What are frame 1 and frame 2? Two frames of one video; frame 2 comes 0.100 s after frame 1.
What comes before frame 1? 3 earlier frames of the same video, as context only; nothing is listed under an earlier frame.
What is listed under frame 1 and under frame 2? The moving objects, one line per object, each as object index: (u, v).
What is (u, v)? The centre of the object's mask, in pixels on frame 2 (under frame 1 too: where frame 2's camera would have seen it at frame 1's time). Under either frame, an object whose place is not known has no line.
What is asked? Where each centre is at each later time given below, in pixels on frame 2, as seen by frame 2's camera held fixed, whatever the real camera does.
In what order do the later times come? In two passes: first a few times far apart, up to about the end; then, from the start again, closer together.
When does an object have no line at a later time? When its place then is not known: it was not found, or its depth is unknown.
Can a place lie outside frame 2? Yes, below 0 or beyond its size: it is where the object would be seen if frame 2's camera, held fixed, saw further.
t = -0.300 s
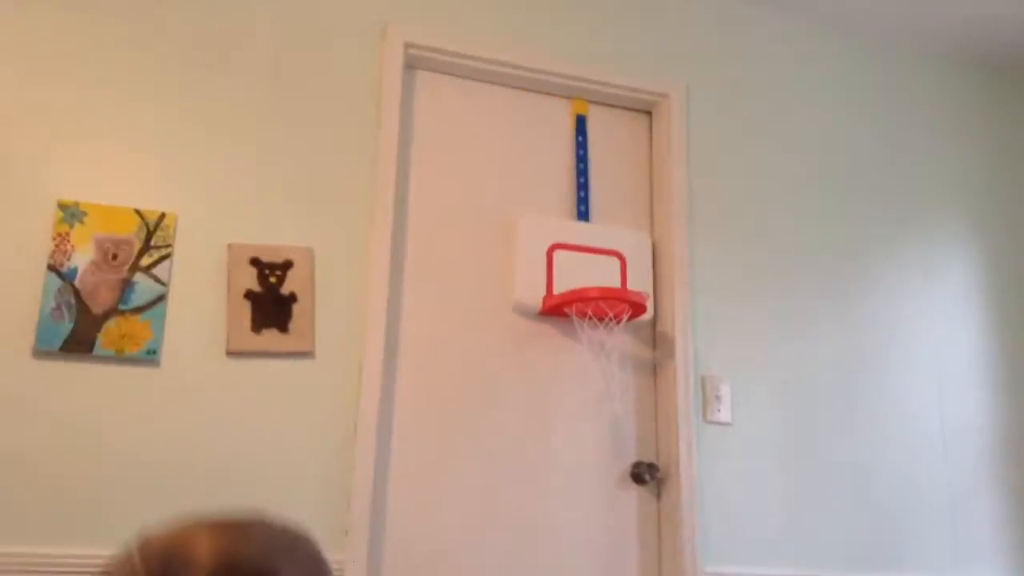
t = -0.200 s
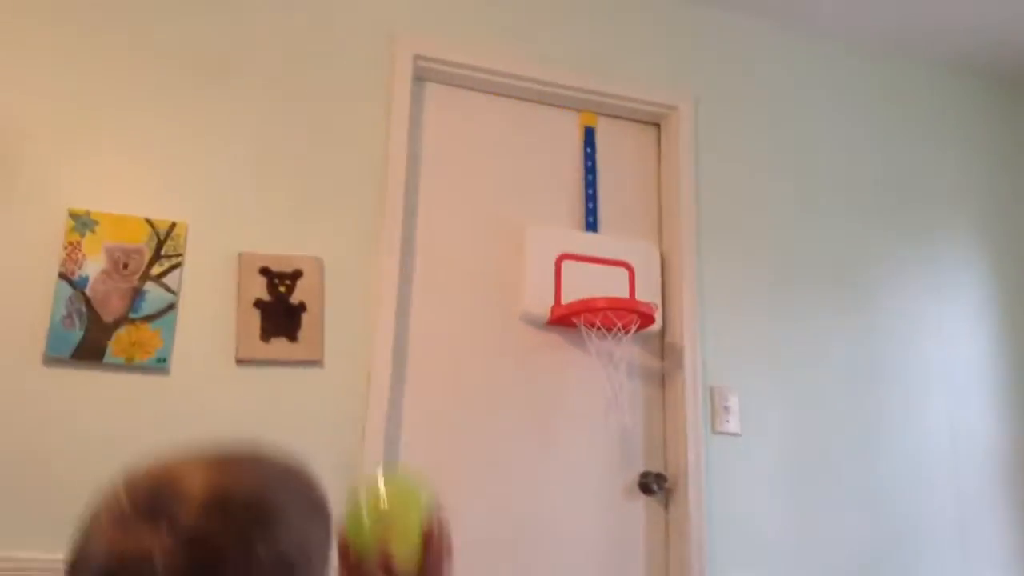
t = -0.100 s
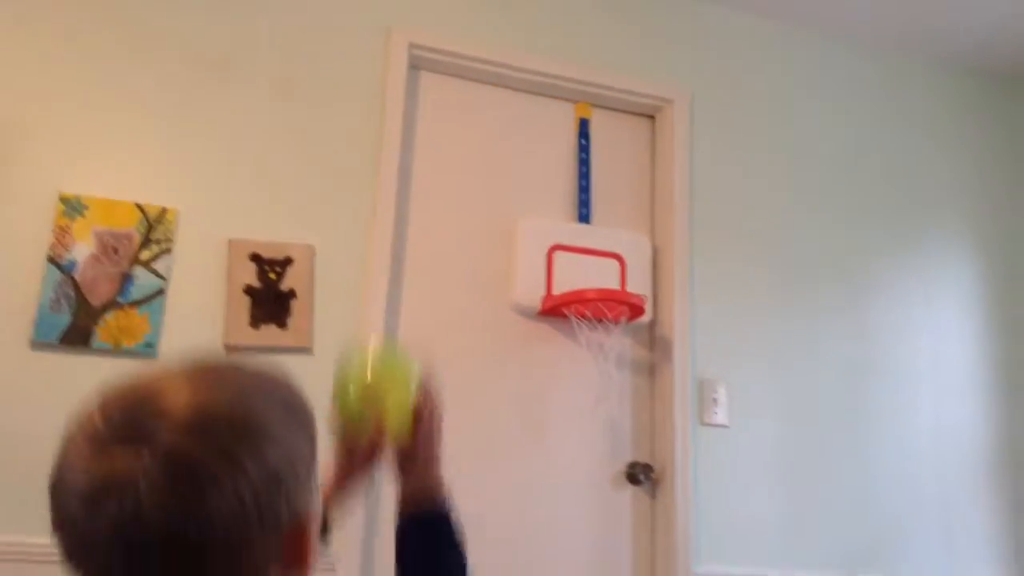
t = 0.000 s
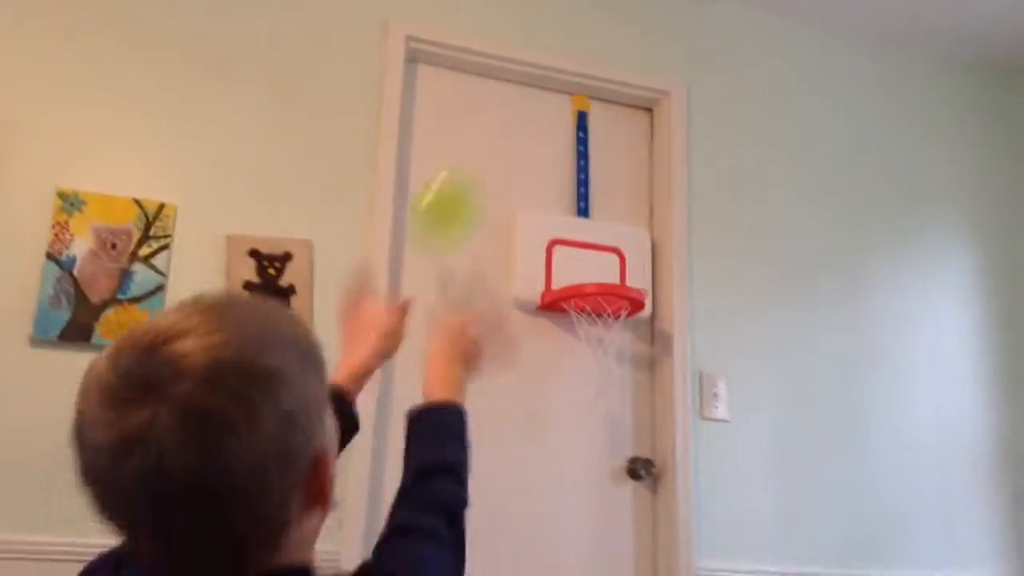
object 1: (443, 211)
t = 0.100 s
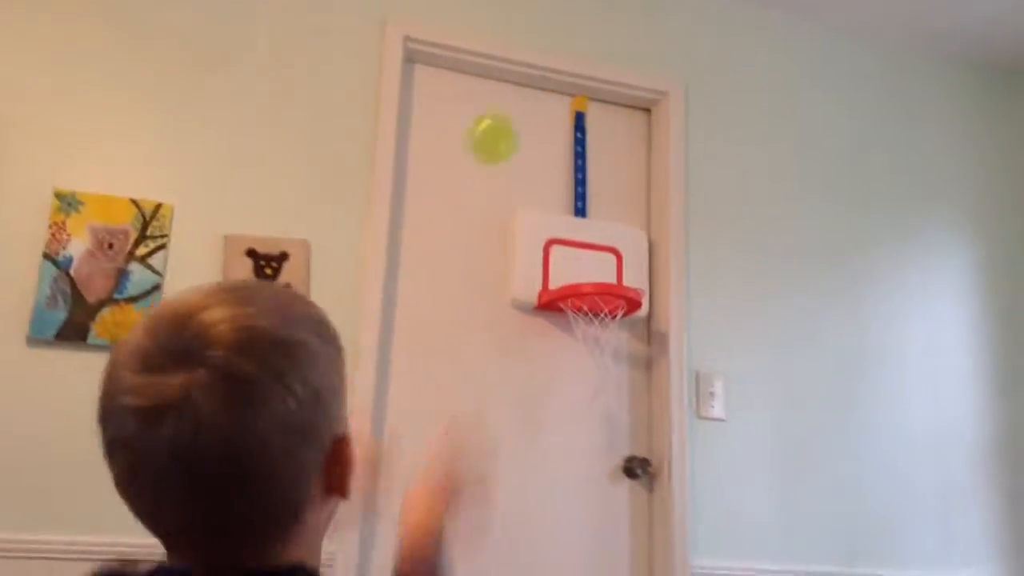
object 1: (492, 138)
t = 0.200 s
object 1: (523, 134)
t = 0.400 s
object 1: (553, 230)
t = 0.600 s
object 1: (617, 279)
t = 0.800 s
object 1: (626, 280)
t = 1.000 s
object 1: (601, 305)
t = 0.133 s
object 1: (504, 131)
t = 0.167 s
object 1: (514, 129)
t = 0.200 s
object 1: (523, 134)
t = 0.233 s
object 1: (530, 143)
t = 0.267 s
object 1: (535, 156)
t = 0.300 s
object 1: (540, 168)
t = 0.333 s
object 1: (545, 188)
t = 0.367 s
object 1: (550, 207)
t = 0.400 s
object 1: (553, 230)
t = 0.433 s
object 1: (558, 252)
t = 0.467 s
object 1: (572, 262)
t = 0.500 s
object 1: (588, 271)
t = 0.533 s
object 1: (604, 279)
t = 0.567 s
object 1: (611, 281)
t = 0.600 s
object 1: (617, 279)
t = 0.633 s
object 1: (624, 278)
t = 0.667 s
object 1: (625, 278)
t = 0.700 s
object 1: (626, 280)
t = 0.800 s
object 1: (626, 280)
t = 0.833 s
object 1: (625, 281)
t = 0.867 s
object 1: (622, 280)
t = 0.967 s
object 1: (606, 303)
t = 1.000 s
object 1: (601, 305)
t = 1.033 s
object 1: (598, 308)
